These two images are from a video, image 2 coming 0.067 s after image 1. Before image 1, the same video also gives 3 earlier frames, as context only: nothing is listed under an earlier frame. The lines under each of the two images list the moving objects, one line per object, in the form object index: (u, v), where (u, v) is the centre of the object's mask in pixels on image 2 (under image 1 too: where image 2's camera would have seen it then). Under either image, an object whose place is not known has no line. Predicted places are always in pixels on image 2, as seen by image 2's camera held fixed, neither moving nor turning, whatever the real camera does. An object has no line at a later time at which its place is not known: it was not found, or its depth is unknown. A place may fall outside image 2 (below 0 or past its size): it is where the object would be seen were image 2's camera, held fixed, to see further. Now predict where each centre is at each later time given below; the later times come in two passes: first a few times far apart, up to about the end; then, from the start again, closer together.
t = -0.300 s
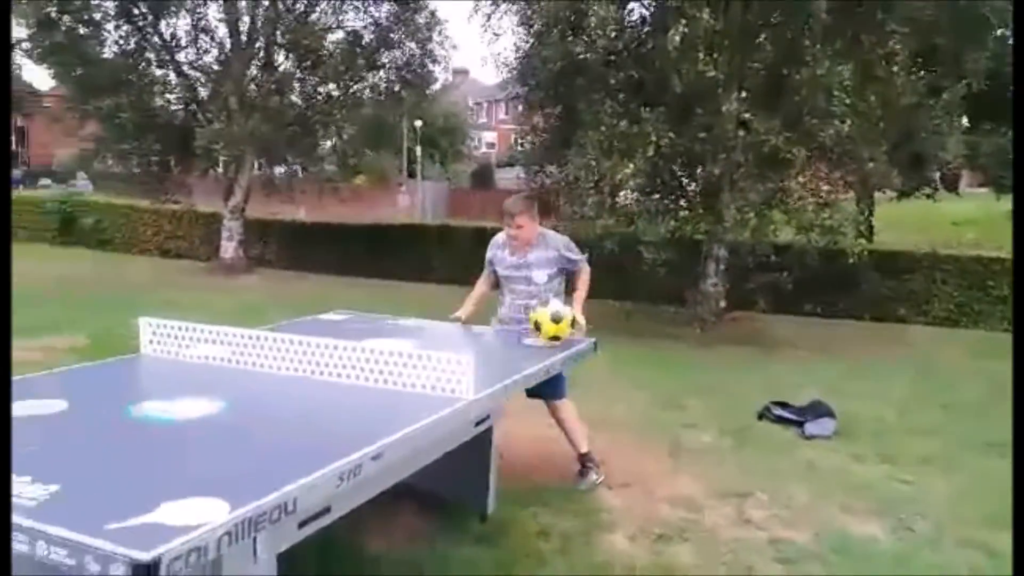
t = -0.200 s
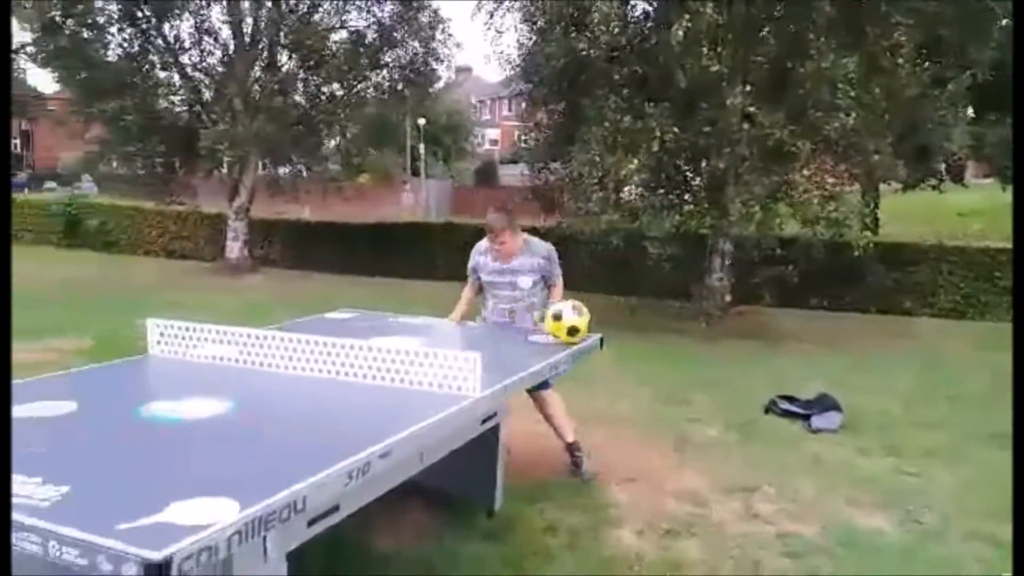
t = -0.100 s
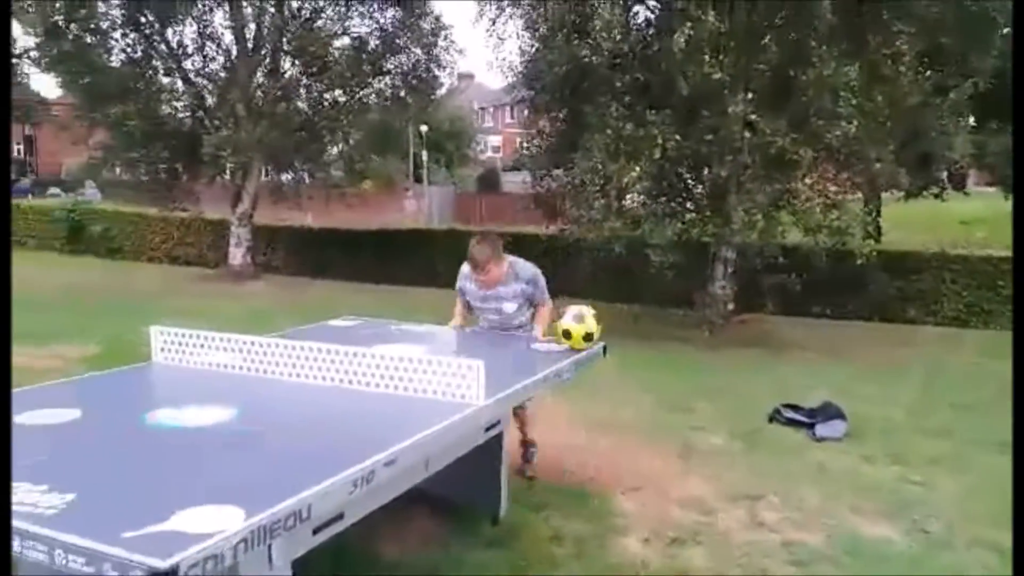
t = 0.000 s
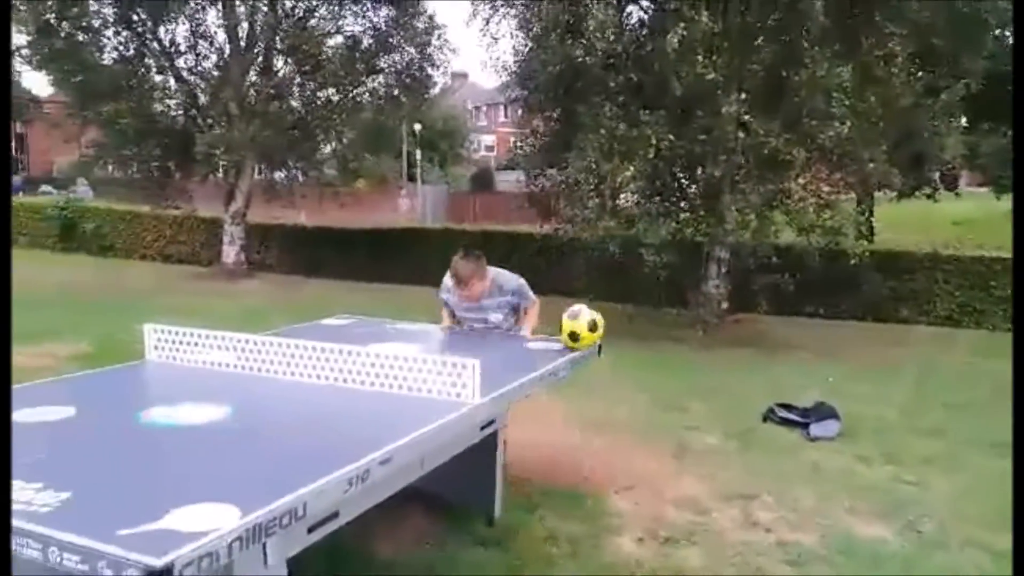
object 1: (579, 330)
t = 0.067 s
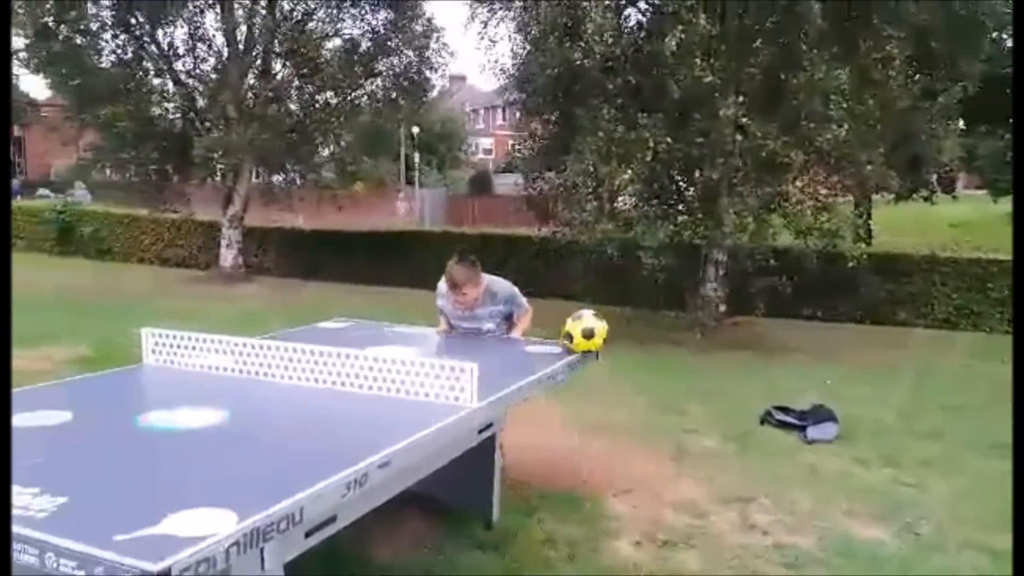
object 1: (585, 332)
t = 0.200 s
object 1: (600, 341)
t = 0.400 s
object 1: (619, 407)
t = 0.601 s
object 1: (642, 488)
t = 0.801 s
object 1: (683, 443)
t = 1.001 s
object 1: (716, 478)
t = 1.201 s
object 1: (752, 499)
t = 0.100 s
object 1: (590, 331)
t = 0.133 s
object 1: (593, 333)
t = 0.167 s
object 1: (597, 337)
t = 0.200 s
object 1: (600, 341)
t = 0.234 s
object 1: (605, 347)
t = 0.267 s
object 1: (609, 355)
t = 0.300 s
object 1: (612, 364)
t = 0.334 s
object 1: (615, 377)
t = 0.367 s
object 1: (618, 391)
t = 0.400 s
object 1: (619, 407)
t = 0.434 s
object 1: (626, 426)
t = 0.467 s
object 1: (632, 448)
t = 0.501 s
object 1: (634, 470)
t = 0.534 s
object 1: (631, 492)
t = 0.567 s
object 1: (634, 504)
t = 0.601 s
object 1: (642, 488)
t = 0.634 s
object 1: (649, 476)
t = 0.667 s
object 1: (656, 466)
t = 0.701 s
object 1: (664, 456)
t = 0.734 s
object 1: (671, 450)
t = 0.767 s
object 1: (677, 445)
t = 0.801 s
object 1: (683, 443)
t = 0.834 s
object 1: (690, 444)
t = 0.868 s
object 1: (695, 447)
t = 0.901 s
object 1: (700, 452)
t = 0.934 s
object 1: (706, 456)
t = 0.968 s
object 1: (711, 466)
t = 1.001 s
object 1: (716, 478)
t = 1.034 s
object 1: (723, 491)
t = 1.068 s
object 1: (729, 503)
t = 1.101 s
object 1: (733, 521)
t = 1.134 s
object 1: (739, 526)
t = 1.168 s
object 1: (746, 512)
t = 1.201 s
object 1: (752, 499)
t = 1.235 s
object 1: (760, 493)
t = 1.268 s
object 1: (769, 492)
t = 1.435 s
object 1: (802, 501)
